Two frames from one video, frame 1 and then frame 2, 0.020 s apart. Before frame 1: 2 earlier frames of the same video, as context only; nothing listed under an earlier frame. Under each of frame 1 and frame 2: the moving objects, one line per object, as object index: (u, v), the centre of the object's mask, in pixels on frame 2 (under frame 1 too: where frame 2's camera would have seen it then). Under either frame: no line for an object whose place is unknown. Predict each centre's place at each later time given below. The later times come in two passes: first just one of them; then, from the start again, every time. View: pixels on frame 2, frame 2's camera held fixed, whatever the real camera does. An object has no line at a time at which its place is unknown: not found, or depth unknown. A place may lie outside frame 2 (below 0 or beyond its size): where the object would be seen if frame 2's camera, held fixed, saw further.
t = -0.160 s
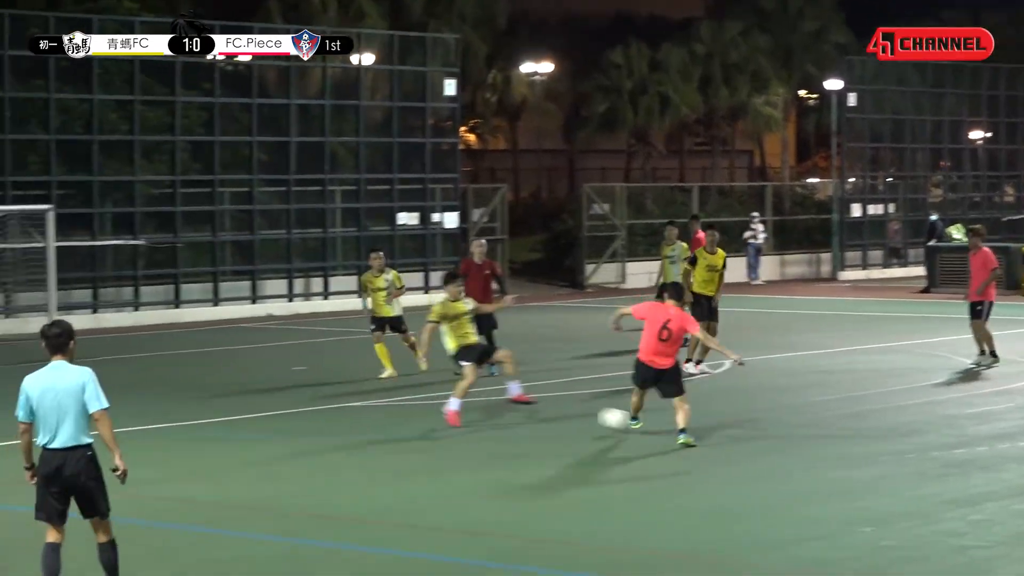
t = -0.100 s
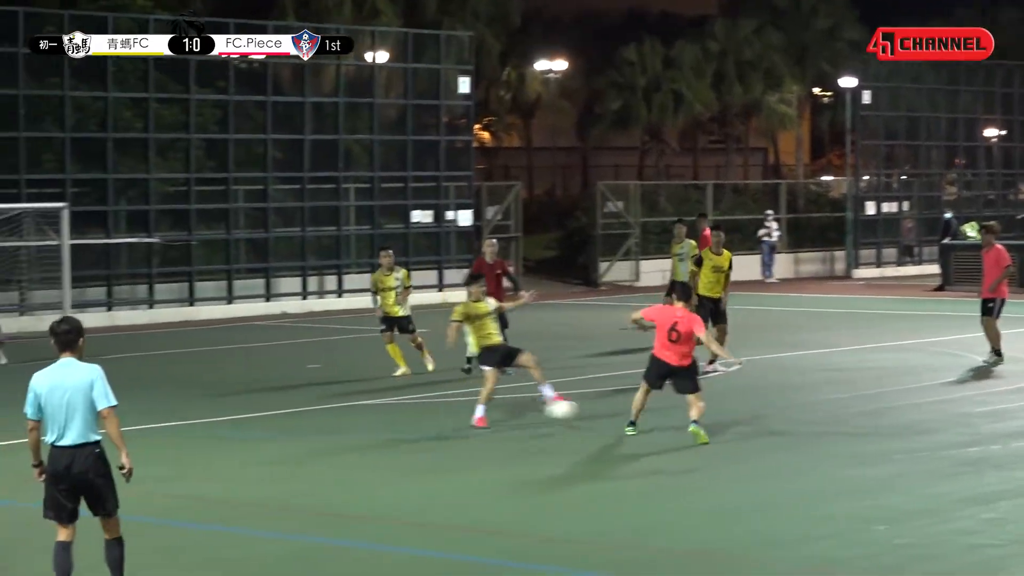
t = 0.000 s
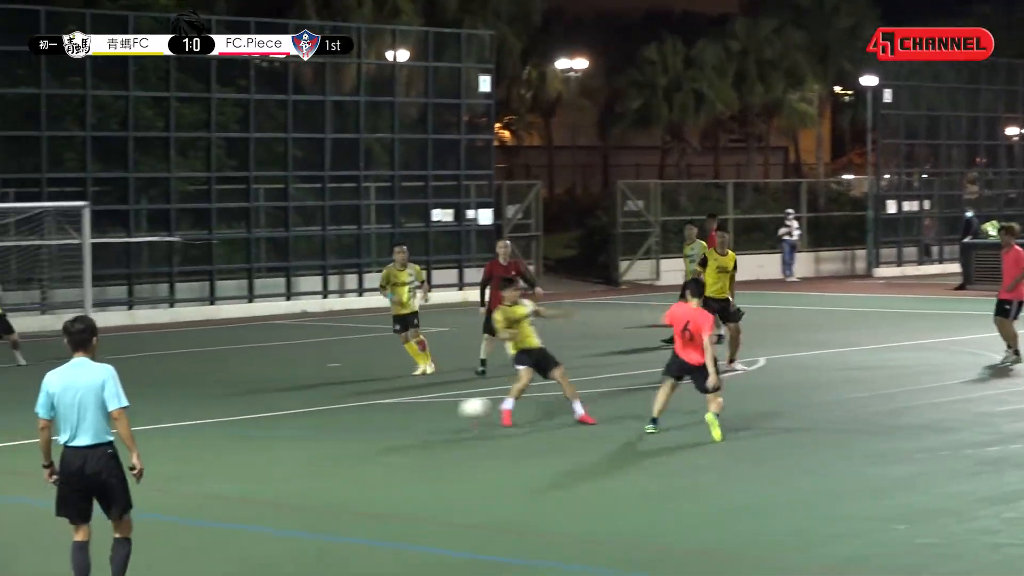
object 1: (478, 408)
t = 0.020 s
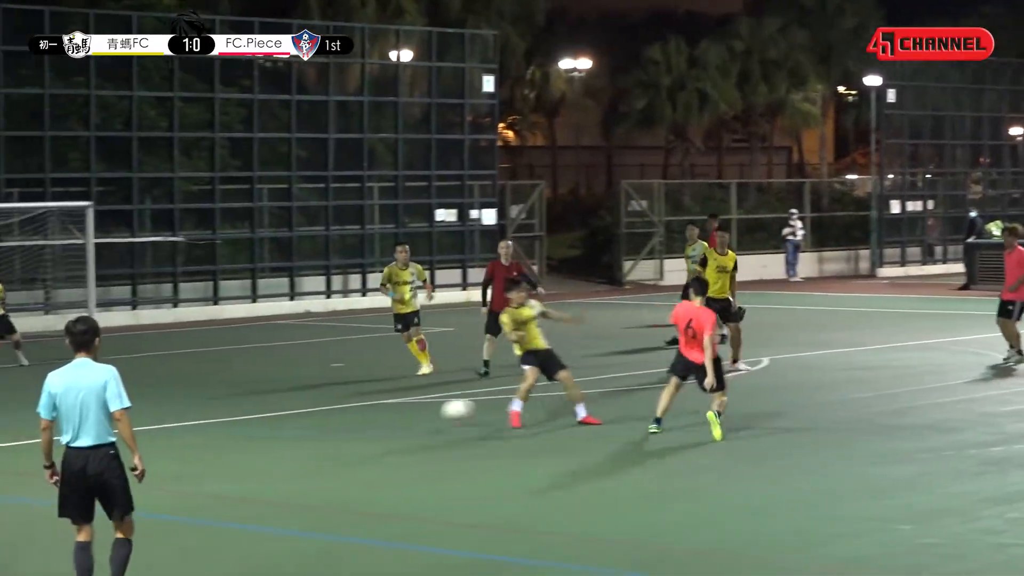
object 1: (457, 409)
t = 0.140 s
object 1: (348, 408)
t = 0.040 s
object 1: (437, 412)
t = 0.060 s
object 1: (417, 415)
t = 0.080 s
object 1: (399, 414)
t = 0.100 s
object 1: (382, 411)
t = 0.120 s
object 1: (365, 409)
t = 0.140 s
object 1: (348, 408)
